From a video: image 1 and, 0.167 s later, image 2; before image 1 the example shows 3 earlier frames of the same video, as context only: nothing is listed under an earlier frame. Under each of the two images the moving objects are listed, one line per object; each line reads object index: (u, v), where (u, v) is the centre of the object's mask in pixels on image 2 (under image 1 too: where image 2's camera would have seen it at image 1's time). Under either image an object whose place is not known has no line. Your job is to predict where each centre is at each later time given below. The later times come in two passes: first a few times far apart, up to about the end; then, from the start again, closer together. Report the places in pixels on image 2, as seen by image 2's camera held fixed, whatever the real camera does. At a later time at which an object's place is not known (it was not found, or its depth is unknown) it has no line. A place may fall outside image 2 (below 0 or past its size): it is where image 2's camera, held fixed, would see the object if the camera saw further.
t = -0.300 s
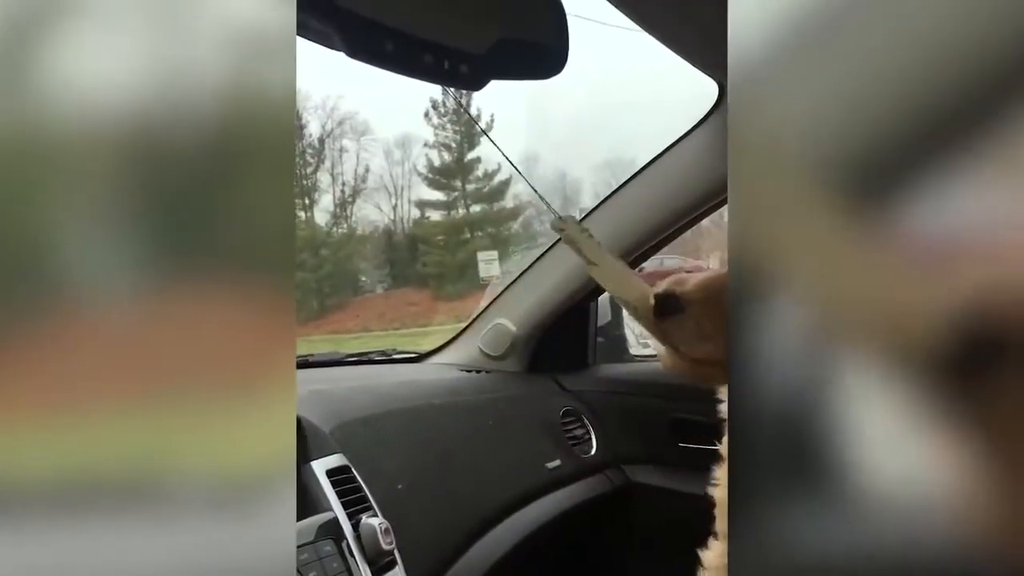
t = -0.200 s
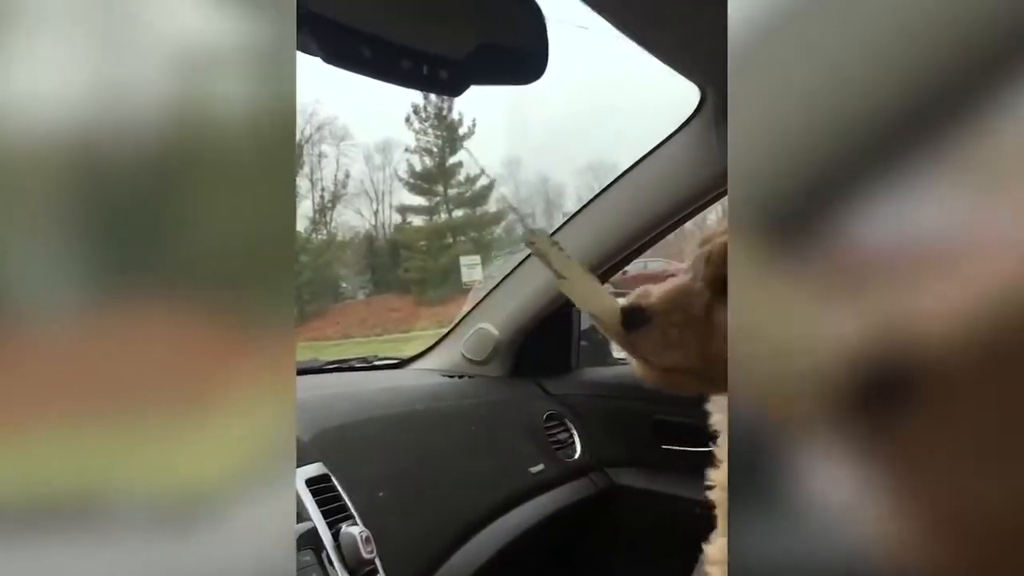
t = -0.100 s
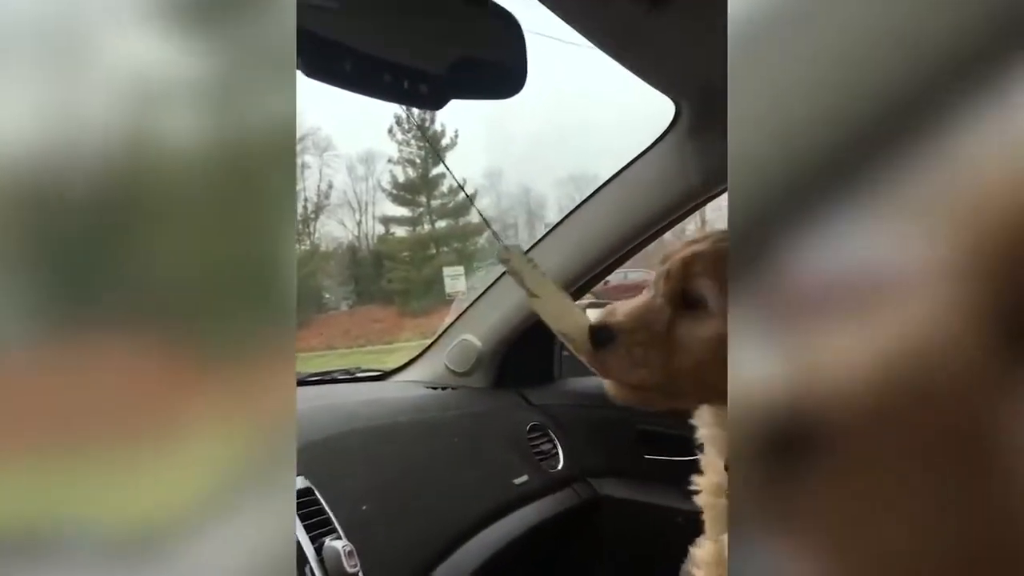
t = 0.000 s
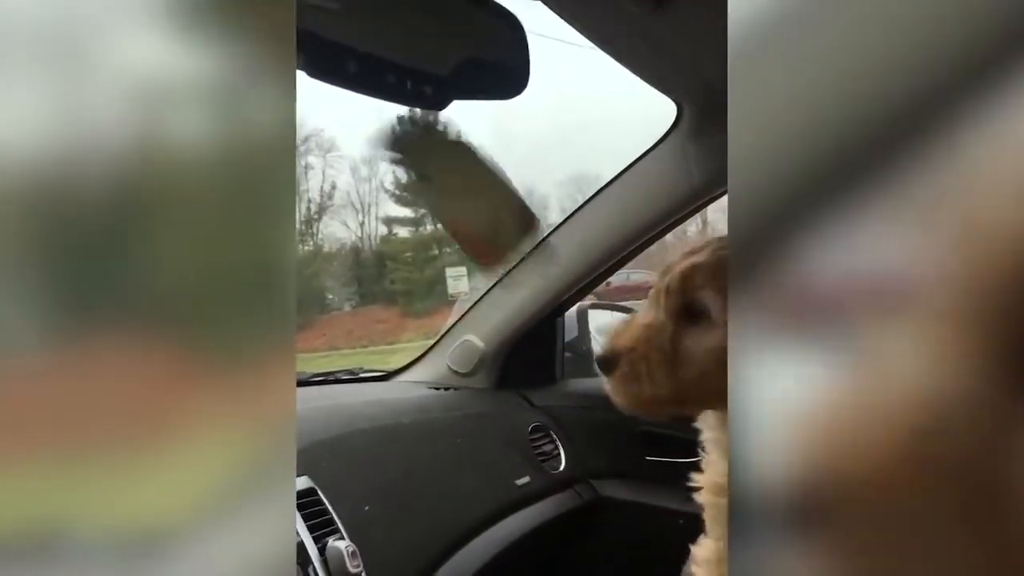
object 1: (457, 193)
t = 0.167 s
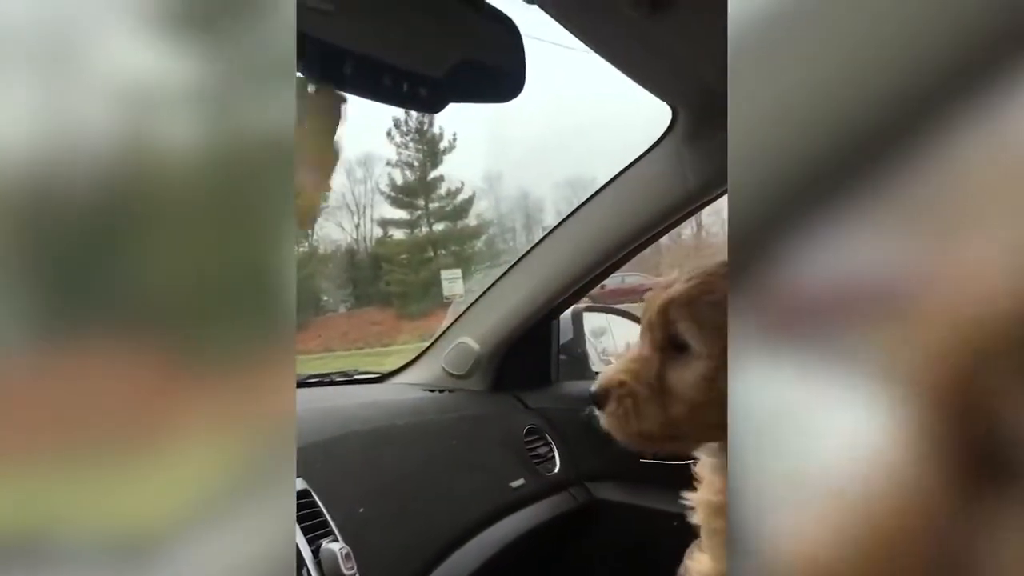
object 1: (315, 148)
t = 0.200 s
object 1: (327, 144)
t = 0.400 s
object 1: (415, 188)
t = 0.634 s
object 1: (337, 200)
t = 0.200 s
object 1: (327, 144)
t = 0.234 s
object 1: (351, 138)
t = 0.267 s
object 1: (388, 148)
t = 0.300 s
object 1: (427, 167)
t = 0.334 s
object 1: (431, 172)
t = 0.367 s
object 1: (424, 182)
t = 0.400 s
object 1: (415, 188)
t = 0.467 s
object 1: (398, 211)
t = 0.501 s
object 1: (380, 206)
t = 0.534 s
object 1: (367, 208)
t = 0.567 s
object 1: (355, 206)
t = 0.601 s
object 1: (344, 202)
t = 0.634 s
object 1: (337, 200)
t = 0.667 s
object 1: (333, 198)
